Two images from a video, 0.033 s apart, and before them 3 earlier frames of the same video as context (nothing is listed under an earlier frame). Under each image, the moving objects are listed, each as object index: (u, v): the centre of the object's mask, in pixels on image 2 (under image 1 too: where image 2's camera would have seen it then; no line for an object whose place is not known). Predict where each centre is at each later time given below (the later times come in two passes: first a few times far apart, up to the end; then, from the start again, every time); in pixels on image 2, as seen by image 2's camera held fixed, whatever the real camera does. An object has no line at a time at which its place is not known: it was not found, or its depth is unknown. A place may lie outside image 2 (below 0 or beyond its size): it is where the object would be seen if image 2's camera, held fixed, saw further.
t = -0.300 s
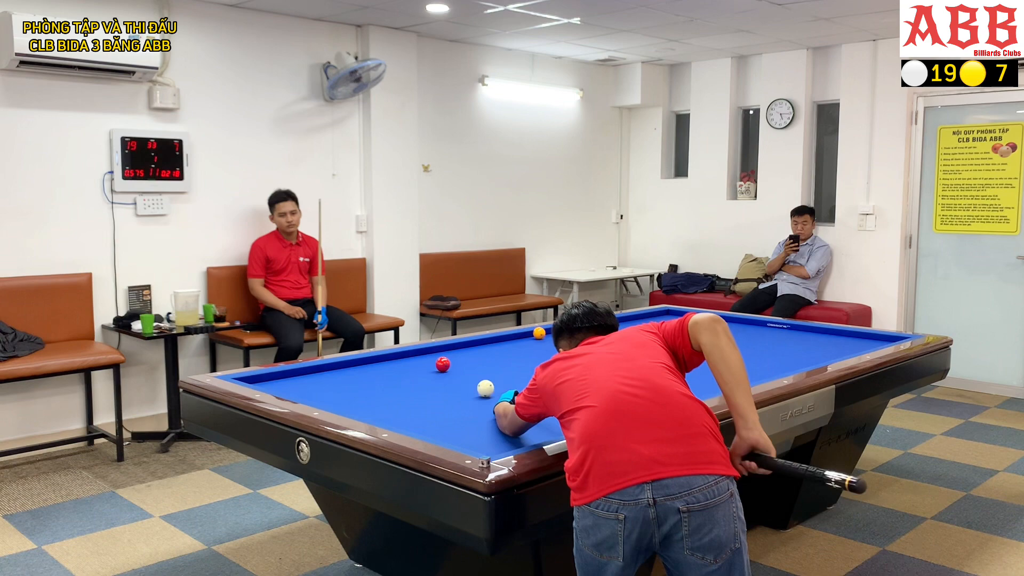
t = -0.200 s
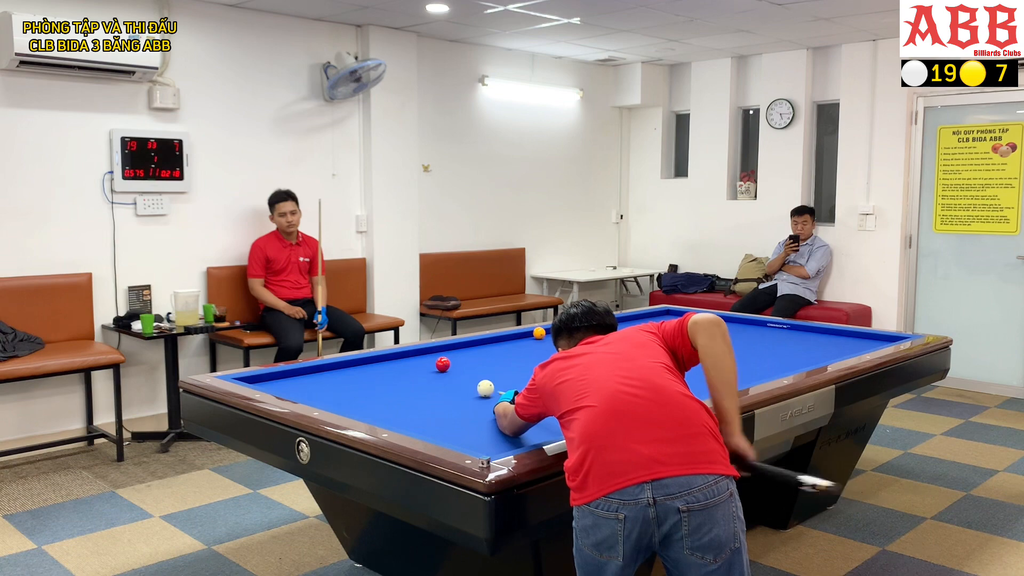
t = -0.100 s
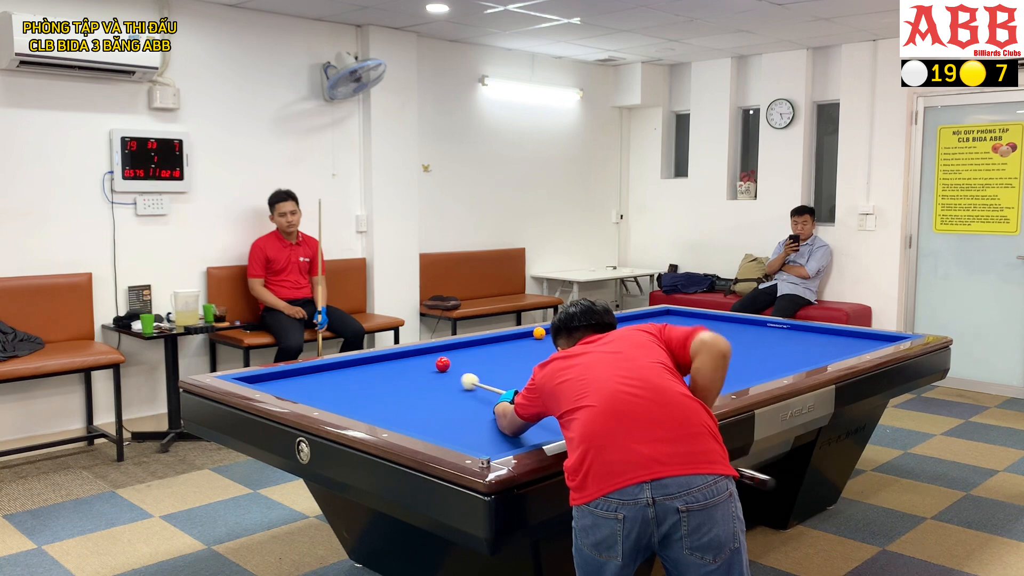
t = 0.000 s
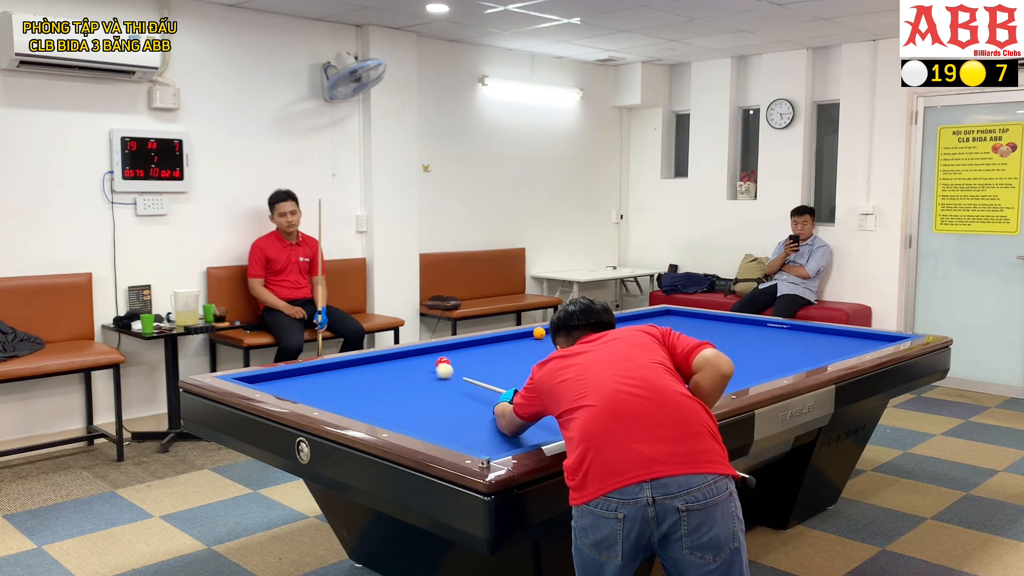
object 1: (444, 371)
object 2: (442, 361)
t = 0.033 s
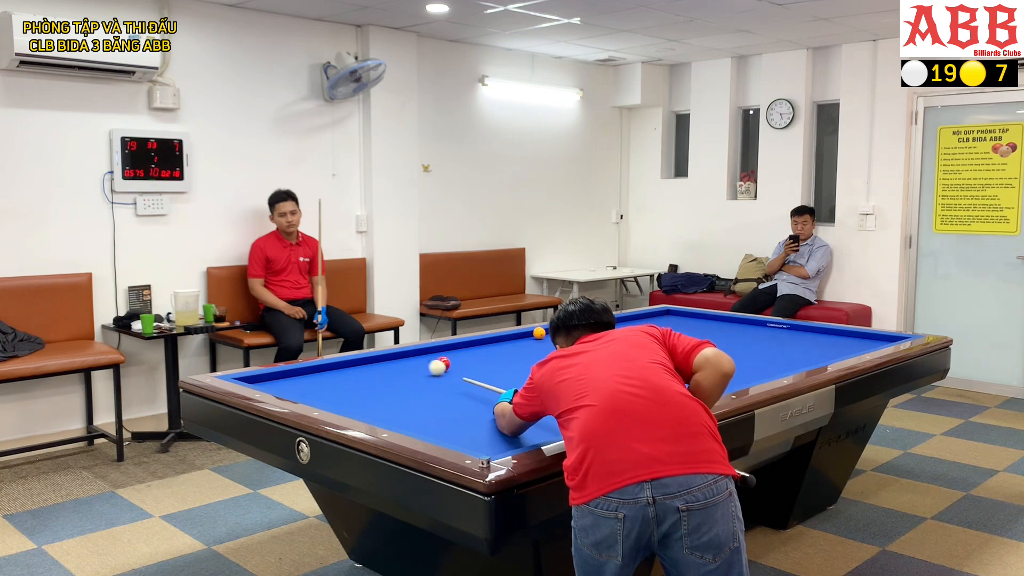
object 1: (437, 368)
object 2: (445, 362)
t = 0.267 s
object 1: (377, 360)
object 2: (467, 357)
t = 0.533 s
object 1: (391, 378)
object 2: (489, 351)
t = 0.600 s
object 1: (392, 382)
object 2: (494, 350)
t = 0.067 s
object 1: (427, 365)
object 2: (445, 363)
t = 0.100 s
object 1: (415, 364)
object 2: (450, 362)
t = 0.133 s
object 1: (404, 362)
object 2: (454, 361)
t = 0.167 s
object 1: (394, 361)
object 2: (458, 360)
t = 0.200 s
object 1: (383, 359)
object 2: (461, 359)
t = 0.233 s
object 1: (375, 358)
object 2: (464, 358)
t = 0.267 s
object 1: (377, 360)
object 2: (467, 357)
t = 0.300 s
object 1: (379, 363)
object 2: (470, 357)
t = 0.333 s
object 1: (381, 365)
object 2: (473, 356)
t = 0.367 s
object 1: (383, 367)
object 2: (476, 355)
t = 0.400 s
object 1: (385, 369)
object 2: (479, 354)
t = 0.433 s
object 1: (387, 372)
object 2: (481, 353)
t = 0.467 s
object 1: (388, 374)
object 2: (484, 353)
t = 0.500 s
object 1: (389, 376)
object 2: (487, 352)
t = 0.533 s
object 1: (391, 378)
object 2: (489, 351)
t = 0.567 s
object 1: (391, 380)
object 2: (492, 350)
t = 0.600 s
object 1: (392, 382)
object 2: (494, 350)
